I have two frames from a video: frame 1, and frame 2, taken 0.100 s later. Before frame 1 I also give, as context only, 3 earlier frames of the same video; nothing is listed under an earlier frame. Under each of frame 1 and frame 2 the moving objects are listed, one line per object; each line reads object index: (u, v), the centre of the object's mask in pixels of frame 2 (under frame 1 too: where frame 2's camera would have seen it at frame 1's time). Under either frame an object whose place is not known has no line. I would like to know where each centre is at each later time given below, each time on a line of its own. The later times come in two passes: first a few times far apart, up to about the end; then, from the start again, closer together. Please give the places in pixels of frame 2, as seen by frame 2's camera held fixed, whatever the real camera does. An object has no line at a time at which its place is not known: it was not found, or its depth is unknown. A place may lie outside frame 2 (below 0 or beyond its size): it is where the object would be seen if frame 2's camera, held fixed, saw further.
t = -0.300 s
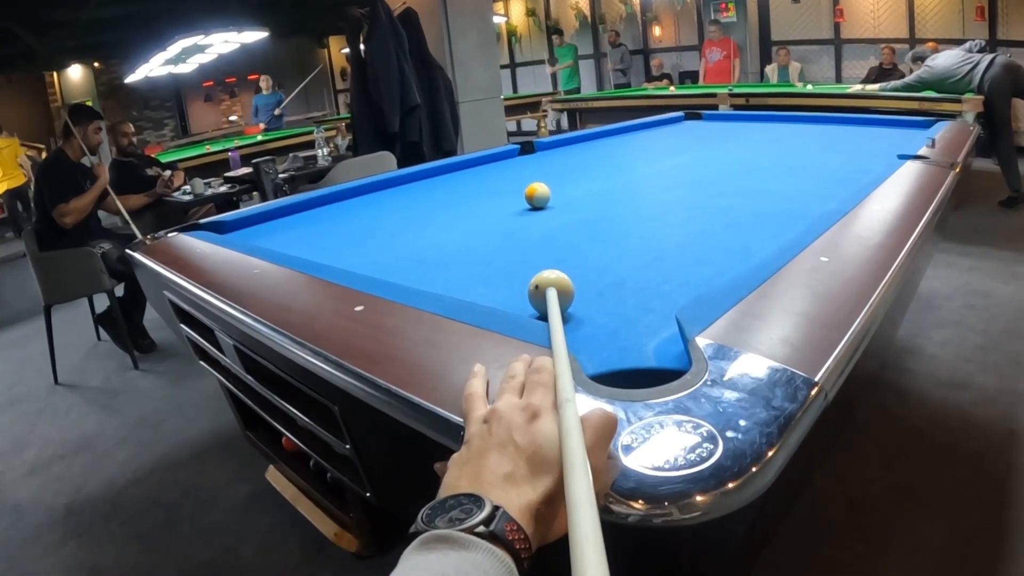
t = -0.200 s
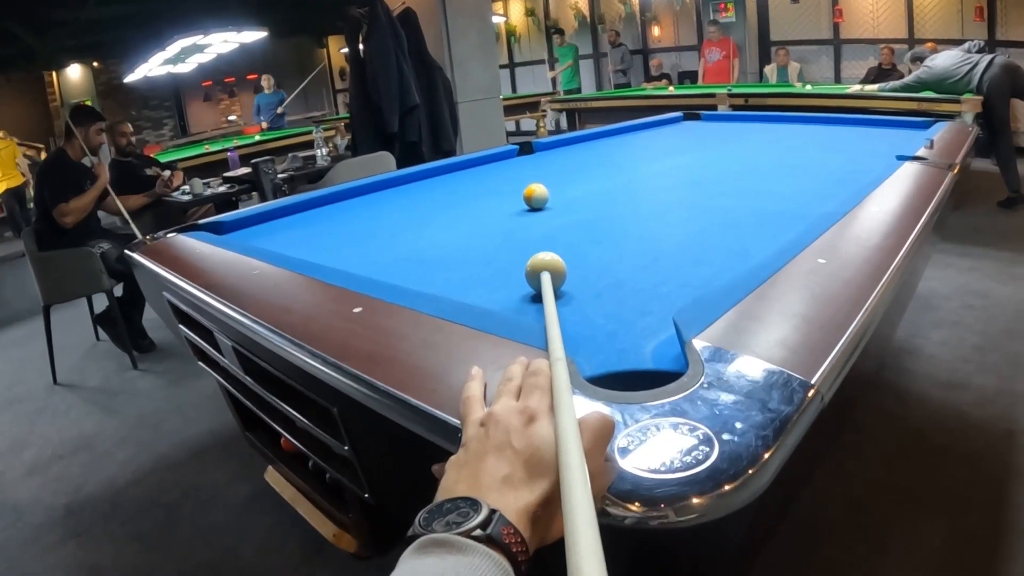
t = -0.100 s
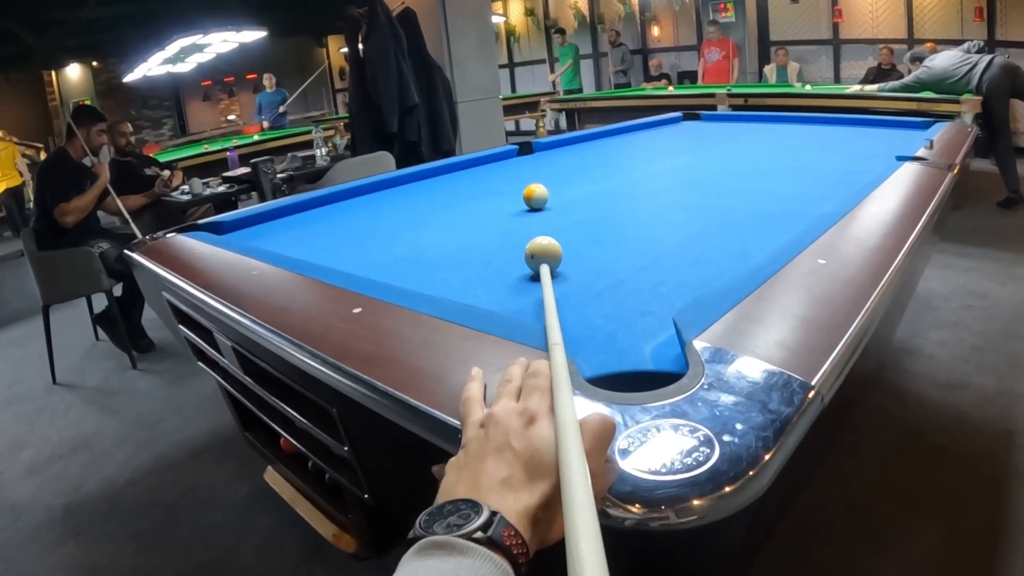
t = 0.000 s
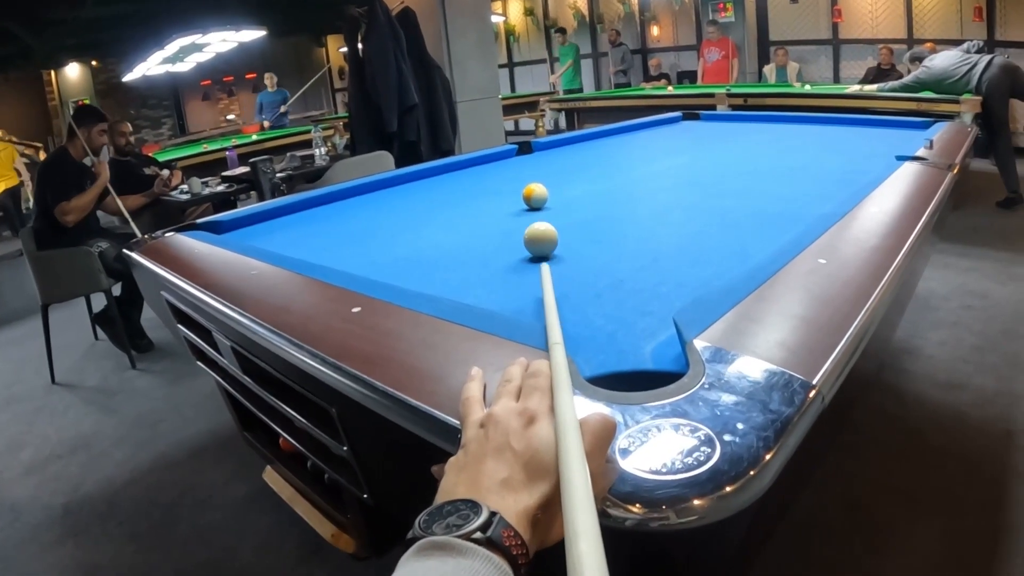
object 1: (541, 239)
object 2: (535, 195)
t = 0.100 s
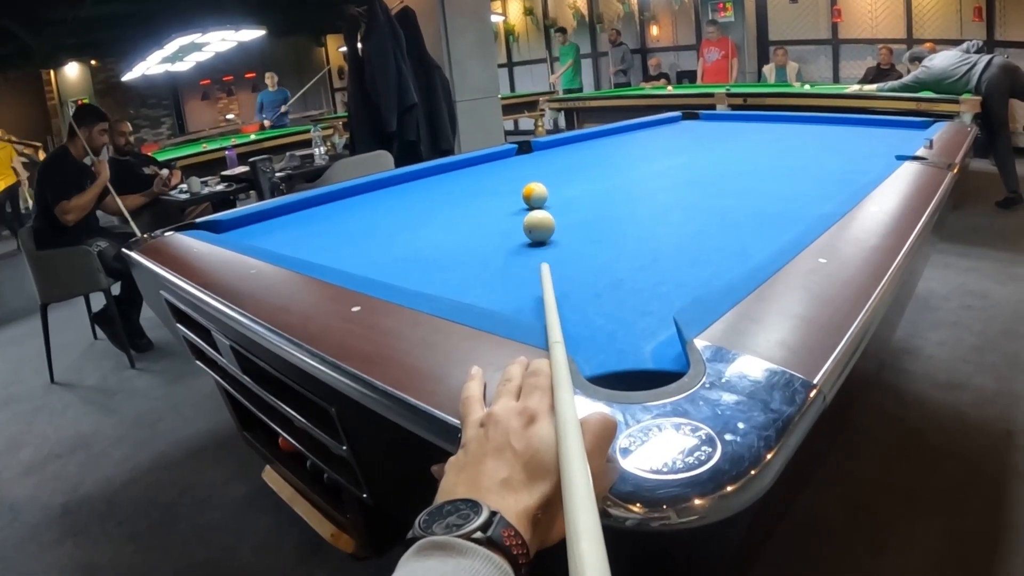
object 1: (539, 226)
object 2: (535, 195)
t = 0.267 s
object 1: (536, 209)
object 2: (534, 190)
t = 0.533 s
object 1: (534, 198)
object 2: (533, 182)
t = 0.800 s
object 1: (533, 195)
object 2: (532, 176)
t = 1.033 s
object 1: (531, 192)
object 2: (531, 171)
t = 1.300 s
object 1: (529, 189)
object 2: (529, 166)
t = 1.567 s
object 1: (529, 187)
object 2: (528, 161)
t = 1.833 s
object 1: (529, 185)
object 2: (527, 156)
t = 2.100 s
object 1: (528, 184)
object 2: (526, 152)
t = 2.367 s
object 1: (528, 183)
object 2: (524, 149)
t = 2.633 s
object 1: (528, 183)
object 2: (523, 148)
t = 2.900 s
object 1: (529, 184)
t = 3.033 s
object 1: (530, 185)
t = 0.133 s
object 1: (538, 222)
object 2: (535, 194)
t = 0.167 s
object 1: (538, 219)
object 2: (534, 193)
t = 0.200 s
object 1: (537, 215)
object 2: (534, 192)
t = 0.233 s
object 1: (537, 212)
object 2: (534, 191)
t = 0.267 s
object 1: (536, 209)
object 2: (534, 190)
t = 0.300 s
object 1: (536, 207)
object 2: (534, 189)
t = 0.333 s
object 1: (535, 204)
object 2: (534, 188)
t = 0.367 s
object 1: (535, 201)
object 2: (533, 187)
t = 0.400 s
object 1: (535, 200)
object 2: (533, 186)
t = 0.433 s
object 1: (535, 200)
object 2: (533, 185)
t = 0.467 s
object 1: (535, 199)
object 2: (534, 184)
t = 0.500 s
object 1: (534, 199)
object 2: (534, 183)
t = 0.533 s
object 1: (534, 198)
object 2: (533, 182)
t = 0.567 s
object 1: (534, 198)
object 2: (534, 181)
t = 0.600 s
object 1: (534, 197)
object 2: (533, 180)
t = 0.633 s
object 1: (533, 197)
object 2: (533, 179)
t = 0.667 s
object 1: (533, 196)
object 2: (533, 179)
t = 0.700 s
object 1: (533, 196)
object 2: (533, 178)
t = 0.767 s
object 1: (533, 195)
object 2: (532, 177)
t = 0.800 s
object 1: (533, 195)
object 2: (532, 176)
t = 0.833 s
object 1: (532, 194)
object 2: (532, 176)
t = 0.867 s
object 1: (532, 194)
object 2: (532, 175)
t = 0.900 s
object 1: (532, 194)
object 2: (532, 174)
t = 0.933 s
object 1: (532, 193)
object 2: (532, 173)
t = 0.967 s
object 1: (531, 193)
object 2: (531, 173)
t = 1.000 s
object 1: (531, 192)
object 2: (531, 172)
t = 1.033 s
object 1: (531, 192)
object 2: (531, 171)
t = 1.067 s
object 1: (531, 191)
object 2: (531, 171)
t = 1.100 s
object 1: (531, 191)
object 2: (530, 170)
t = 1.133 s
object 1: (531, 191)
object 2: (530, 169)
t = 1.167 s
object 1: (530, 190)
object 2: (530, 169)
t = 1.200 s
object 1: (530, 190)
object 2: (530, 168)
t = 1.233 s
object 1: (530, 190)
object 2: (530, 168)
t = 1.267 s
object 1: (530, 189)
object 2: (529, 167)
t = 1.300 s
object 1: (529, 189)
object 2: (529, 166)
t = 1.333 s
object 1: (529, 189)
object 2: (529, 166)
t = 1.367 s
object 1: (529, 188)
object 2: (529, 165)
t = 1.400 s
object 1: (529, 188)
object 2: (529, 164)
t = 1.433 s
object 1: (529, 188)
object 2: (529, 164)
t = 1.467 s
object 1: (529, 187)
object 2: (528, 163)
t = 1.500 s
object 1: (529, 187)
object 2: (528, 162)
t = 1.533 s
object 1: (529, 187)
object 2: (528, 162)
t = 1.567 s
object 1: (529, 187)
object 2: (528, 161)
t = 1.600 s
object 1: (529, 187)
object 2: (528, 161)
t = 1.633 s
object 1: (529, 186)
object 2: (528, 160)
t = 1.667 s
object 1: (529, 186)
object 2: (528, 159)
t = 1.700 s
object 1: (529, 186)
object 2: (528, 159)
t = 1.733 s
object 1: (529, 186)
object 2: (527, 158)
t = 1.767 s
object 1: (529, 186)
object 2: (527, 157)
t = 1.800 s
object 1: (529, 185)
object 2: (527, 157)
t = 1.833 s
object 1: (529, 185)
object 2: (527, 156)
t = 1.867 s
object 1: (529, 185)
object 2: (527, 156)
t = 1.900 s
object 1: (528, 185)
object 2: (526, 155)
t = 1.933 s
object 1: (528, 185)
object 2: (526, 155)
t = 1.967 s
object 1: (529, 184)
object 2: (526, 154)
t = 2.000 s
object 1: (528, 184)
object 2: (526, 154)
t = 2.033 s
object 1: (529, 184)
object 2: (526, 153)
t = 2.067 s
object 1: (528, 184)
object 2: (526, 153)
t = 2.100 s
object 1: (528, 184)
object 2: (526, 152)
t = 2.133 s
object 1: (528, 184)
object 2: (525, 152)
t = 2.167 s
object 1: (528, 183)
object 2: (525, 151)
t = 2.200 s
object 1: (528, 183)
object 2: (525, 151)
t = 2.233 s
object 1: (528, 183)
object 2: (525, 151)
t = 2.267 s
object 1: (528, 183)
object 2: (525, 150)
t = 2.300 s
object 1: (528, 183)
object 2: (524, 150)
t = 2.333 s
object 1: (528, 183)
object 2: (524, 150)
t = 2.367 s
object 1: (528, 183)
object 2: (524, 149)
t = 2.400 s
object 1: (528, 183)
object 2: (524, 149)
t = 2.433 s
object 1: (528, 183)
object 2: (524, 149)
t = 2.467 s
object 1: (528, 183)
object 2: (524, 149)
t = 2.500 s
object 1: (528, 183)
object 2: (523, 148)
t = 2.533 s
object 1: (528, 183)
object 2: (523, 148)
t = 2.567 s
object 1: (528, 183)
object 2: (523, 148)
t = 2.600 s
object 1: (528, 183)
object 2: (523, 148)
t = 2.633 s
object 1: (528, 183)
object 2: (523, 148)
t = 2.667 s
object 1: (528, 183)
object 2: (523, 147)
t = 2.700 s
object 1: (529, 183)
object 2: (523, 147)
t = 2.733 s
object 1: (529, 183)
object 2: (523, 147)
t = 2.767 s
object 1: (529, 183)
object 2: (522, 148)
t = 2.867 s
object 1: (529, 184)
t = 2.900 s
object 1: (529, 184)
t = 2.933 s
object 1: (530, 184)
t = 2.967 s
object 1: (530, 184)
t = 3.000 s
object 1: (530, 184)
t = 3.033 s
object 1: (530, 185)
